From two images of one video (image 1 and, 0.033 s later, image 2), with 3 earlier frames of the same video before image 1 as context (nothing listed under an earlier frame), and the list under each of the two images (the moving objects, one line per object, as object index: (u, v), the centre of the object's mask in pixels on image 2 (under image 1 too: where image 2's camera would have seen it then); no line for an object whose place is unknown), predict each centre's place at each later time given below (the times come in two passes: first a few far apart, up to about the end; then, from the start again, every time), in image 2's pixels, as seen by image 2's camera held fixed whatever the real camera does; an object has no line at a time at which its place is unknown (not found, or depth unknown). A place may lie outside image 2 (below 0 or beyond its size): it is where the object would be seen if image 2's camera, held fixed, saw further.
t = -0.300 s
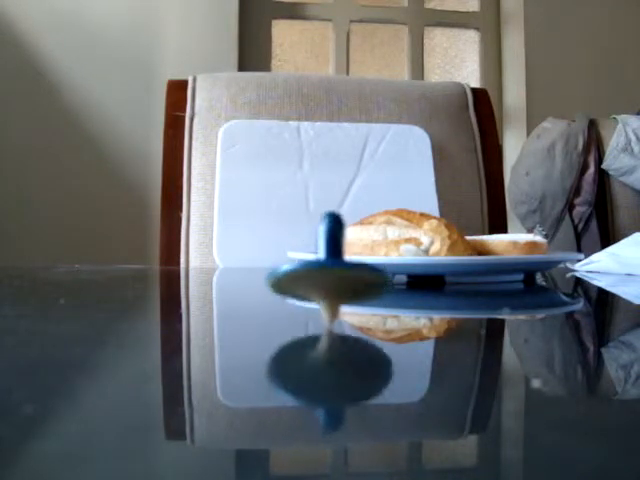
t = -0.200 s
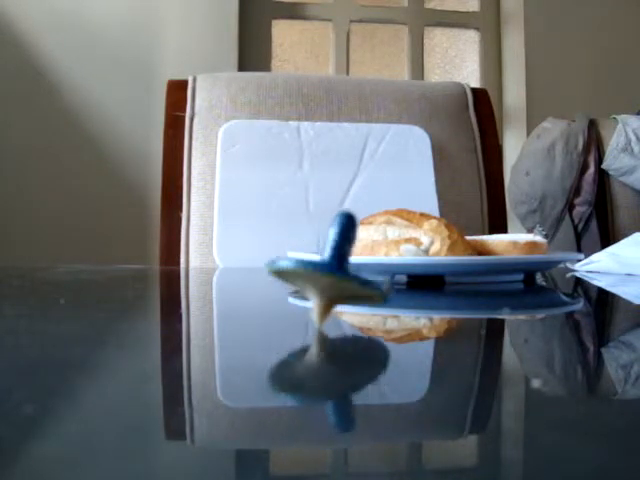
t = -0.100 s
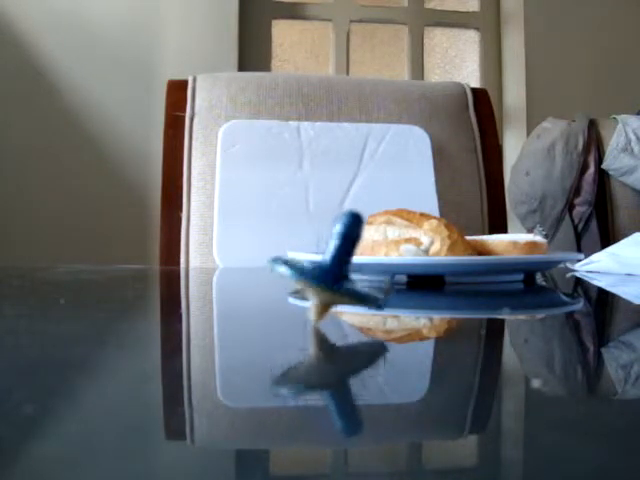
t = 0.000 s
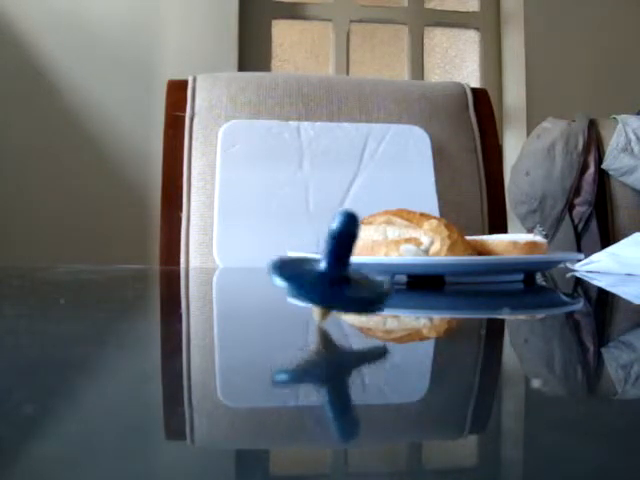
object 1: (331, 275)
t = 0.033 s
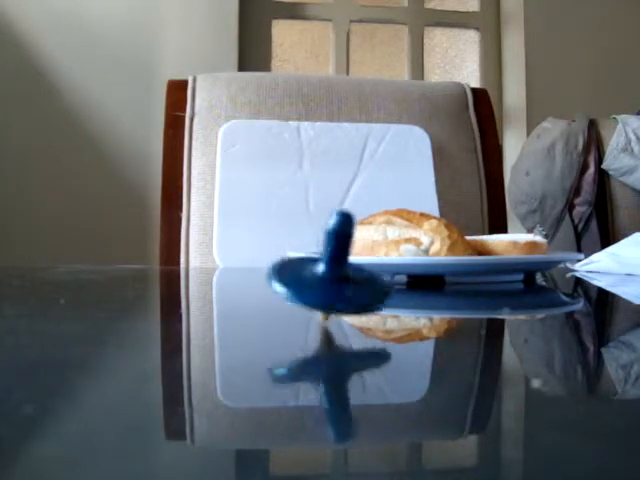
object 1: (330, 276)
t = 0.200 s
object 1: (329, 275)
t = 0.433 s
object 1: (328, 273)
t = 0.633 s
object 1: (332, 272)
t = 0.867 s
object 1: (330, 277)
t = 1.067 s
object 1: (326, 273)
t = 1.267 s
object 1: (329, 275)
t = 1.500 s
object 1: (331, 275)
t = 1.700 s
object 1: (329, 278)
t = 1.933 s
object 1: (326, 273)
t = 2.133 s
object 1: (332, 273)
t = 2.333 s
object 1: (333, 276)
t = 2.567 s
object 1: (322, 269)
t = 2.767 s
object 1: (329, 275)
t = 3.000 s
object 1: (334, 275)
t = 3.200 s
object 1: (327, 278)
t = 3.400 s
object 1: (324, 274)
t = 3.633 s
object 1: (335, 273)
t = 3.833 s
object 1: (331, 280)
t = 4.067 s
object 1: (322, 273)
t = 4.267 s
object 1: (332, 277)
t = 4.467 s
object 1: (334, 279)
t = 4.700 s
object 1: (322, 273)
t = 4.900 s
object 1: (329, 277)
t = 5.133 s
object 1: (337, 277)
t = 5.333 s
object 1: (325, 279)
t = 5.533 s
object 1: (326, 276)
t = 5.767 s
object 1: (340, 276)
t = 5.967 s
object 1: (328, 281)
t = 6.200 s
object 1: (325, 277)
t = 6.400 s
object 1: (338, 275)
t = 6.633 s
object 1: (329, 282)
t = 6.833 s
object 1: (323, 276)
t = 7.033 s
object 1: (338, 276)
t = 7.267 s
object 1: (330, 283)
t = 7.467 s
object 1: (321, 275)
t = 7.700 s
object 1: (339, 276)
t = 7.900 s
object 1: (332, 284)
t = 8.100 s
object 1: (320, 277)
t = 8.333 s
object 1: (338, 277)
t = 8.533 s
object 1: (331, 286)
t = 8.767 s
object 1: (324, 279)
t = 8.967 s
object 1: (341, 276)
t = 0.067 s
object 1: (330, 276)
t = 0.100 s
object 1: (330, 277)
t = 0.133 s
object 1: (330, 276)
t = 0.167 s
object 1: (329, 276)
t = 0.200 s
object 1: (329, 275)
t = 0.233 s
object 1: (328, 274)
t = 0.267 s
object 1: (327, 272)
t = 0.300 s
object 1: (326, 272)
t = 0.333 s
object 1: (326, 271)
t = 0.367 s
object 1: (327, 272)
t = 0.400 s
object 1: (327, 272)
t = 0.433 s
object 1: (328, 273)
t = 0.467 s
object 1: (329, 274)
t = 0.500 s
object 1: (330, 274)
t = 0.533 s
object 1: (330, 274)
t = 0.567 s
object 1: (330, 273)
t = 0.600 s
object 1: (330, 273)
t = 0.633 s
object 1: (332, 272)
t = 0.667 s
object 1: (332, 272)
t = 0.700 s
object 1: (333, 272)
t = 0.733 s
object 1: (335, 271)
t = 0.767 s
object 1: (333, 273)
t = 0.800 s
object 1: (331, 275)
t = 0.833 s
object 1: (330, 277)
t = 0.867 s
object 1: (330, 277)
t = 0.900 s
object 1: (330, 277)
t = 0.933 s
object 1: (329, 277)
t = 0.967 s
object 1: (328, 277)
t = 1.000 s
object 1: (327, 275)
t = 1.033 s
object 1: (327, 274)
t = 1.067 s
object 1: (326, 273)
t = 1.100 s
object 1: (326, 272)
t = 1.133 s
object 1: (326, 272)
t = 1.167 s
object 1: (326, 273)
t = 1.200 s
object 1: (327, 273)
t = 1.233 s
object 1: (328, 274)
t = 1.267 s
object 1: (329, 275)
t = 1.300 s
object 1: (328, 275)
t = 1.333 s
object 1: (328, 275)
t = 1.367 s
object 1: (329, 275)
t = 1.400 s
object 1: (330, 275)
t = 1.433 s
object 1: (331, 274)
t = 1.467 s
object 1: (332, 275)
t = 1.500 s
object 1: (331, 275)
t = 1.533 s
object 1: (331, 276)
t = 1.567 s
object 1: (331, 276)
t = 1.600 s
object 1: (331, 277)
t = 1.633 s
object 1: (330, 278)
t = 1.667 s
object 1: (329, 278)
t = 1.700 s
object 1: (329, 278)
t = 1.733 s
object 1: (328, 276)
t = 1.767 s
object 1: (326, 275)
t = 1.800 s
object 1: (324, 274)
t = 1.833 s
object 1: (325, 272)
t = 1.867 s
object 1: (325, 272)
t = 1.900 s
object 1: (325, 272)
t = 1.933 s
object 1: (326, 273)
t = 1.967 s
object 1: (327, 273)
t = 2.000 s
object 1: (328, 274)
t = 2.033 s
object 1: (329, 275)
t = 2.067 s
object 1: (330, 275)
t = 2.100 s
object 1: (330, 274)
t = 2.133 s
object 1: (332, 273)
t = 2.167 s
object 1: (332, 272)
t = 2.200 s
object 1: (334, 271)
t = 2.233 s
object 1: (336, 268)
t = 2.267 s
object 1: (335, 271)
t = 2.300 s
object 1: (332, 276)
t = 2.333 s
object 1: (333, 276)
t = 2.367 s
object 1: (331, 278)
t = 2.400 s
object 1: (330, 279)
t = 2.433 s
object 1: (329, 278)
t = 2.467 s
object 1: (328, 277)
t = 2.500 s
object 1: (326, 276)
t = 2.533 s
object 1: (324, 273)
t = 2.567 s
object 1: (322, 269)
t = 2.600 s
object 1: (322, 272)
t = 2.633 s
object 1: (324, 272)
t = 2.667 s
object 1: (325, 273)
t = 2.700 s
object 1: (325, 274)
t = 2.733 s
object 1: (325, 274)
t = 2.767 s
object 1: (329, 275)
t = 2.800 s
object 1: (330, 275)
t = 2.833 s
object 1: (329, 274)
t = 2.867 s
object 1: (331, 275)
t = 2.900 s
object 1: (333, 274)
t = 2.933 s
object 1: (334, 272)
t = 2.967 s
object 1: (335, 274)
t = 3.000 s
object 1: (334, 275)
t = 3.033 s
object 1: (334, 276)
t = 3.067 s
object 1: (332, 277)
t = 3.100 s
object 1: (331, 279)
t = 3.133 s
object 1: (330, 279)
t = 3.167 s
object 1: (328, 279)
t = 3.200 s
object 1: (327, 278)
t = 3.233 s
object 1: (325, 276)
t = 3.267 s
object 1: (323, 274)
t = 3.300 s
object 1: (324, 274)
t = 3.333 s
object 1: (323, 272)
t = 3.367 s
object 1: (323, 273)
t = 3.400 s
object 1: (324, 274)
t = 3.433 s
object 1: (326, 275)
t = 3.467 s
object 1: (328, 275)
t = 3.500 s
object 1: (329, 275)
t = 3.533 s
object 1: (330, 275)
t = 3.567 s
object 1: (332, 276)
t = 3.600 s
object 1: (333, 275)
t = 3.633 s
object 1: (335, 273)
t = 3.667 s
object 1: (337, 273)
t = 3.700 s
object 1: (336, 274)
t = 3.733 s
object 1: (334, 277)
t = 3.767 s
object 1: (334, 278)
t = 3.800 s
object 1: (333, 279)
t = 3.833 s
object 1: (331, 280)
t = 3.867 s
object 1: (330, 280)
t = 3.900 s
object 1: (328, 279)
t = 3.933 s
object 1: (326, 278)
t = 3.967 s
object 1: (325, 276)
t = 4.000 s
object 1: (323, 275)
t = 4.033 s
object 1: (322, 273)
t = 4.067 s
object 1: (322, 273)
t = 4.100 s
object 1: (324, 274)
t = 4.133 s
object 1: (324, 275)
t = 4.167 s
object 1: (326, 275)
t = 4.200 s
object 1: (330, 276)
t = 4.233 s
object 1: (331, 277)
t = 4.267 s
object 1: (332, 277)
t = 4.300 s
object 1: (334, 277)
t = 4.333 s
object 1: (333, 276)
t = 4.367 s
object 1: (337, 274)
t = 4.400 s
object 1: (338, 275)
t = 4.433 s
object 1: (337, 277)
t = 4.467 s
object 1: (334, 279)
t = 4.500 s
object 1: (334, 279)
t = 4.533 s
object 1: (332, 280)
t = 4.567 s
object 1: (330, 281)
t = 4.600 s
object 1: (328, 280)
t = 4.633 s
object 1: (326, 279)
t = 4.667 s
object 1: (324, 278)
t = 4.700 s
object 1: (322, 273)
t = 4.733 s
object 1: (321, 274)
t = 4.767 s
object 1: (322, 273)
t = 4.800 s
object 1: (323, 275)
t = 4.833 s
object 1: (325, 275)
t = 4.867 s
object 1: (326, 276)
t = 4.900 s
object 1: (329, 277)
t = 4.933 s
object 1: (332, 279)
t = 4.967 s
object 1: (333, 278)
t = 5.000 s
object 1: (335, 277)
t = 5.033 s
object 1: (337, 276)
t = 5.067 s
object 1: (338, 273)
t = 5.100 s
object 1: (338, 275)
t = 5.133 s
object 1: (337, 277)
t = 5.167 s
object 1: (335, 279)
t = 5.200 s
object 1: (333, 281)
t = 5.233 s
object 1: (332, 281)
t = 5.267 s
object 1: (329, 282)
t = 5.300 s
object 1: (328, 281)
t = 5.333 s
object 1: (325, 279)
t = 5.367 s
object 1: (323, 278)
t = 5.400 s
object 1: (322, 275)
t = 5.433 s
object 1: (321, 274)
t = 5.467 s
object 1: (322, 274)
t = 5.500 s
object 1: (324, 275)
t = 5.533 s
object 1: (326, 276)
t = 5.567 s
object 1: (327, 276)
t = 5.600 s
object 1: (330, 278)
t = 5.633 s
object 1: (333, 278)
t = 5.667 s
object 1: (335, 278)
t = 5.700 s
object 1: (335, 276)
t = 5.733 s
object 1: (338, 274)
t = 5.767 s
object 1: (340, 276)
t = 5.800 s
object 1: (339, 276)
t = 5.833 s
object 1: (336, 279)
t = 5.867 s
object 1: (334, 280)
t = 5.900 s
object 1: (332, 282)
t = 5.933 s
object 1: (330, 281)
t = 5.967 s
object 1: (328, 281)
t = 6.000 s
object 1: (326, 280)
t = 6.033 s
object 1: (323, 277)
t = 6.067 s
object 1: (320, 274)
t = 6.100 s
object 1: (321, 273)
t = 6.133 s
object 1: (321, 274)
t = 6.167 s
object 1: (322, 275)
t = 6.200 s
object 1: (325, 277)
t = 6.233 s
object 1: (328, 277)
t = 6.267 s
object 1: (330, 277)
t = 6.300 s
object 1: (334, 279)
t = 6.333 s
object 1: (335, 279)
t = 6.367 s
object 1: (335, 278)
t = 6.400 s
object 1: (338, 275)
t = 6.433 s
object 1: (341, 276)
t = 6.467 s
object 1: (338, 277)
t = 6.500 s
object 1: (336, 279)
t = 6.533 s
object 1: (335, 280)
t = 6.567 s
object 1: (333, 282)
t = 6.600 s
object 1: (331, 282)
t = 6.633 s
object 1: (329, 282)
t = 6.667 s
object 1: (326, 280)
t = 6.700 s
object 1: (323, 278)
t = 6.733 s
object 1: (321, 277)
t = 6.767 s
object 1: (320, 275)
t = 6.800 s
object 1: (322, 274)
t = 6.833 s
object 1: (323, 276)
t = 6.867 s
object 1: (326, 277)
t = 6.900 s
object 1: (330, 277)
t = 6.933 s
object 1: (332, 280)
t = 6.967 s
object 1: (334, 280)
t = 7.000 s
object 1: (337, 278)
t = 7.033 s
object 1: (338, 276)
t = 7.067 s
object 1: (339, 276)
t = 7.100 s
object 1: (342, 276)
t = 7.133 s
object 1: (339, 277)
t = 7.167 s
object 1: (337, 280)
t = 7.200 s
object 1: (335, 282)
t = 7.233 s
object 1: (332, 283)
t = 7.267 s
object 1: (330, 283)
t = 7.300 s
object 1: (328, 282)
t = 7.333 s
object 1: (325, 281)
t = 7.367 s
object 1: (322, 277)
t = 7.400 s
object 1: (318, 273)
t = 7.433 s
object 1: (319, 274)
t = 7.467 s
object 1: (321, 275)
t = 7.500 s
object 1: (323, 277)
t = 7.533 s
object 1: (326, 278)
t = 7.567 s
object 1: (330, 278)
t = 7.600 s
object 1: (333, 279)
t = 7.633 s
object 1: (336, 279)
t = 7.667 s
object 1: (337, 277)
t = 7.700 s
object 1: (339, 276)
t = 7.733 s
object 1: (343, 276)
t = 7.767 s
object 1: (341, 278)
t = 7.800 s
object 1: (338, 280)
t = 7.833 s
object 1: (337, 283)
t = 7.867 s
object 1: (334, 284)
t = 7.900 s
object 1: (332, 284)
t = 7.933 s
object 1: (329, 283)
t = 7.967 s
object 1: (325, 282)
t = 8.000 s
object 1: (322, 280)
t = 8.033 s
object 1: (318, 274)
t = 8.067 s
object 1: (317, 276)
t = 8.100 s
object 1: (320, 277)
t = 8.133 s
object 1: (324, 278)
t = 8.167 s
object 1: (326, 278)
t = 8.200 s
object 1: (331, 280)
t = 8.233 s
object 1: (333, 281)
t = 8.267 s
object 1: (335, 279)
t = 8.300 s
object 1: (337, 279)
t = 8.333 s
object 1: (338, 277)
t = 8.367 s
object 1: (344, 276)
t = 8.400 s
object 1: (343, 278)
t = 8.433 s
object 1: (339, 281)
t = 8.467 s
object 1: (338, 283)
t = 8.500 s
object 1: (334, 285)
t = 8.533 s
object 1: (331, 286)
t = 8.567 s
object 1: (329, 284)
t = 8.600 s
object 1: (325, 282)
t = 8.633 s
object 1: (322, 280)
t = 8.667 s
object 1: (320, 277)
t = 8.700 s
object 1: (318, 277)
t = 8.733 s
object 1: (321, 277)
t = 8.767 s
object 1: (324, 279)
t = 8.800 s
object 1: (327, 279)
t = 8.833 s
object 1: (332, 279)
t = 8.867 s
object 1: (335, 281)
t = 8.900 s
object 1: (338, 280)
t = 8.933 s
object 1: (339, 279)
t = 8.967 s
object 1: (341, 276)
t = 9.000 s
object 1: (344, 277)
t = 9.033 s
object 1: (343, 279)
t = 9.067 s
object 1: (341, 278)
